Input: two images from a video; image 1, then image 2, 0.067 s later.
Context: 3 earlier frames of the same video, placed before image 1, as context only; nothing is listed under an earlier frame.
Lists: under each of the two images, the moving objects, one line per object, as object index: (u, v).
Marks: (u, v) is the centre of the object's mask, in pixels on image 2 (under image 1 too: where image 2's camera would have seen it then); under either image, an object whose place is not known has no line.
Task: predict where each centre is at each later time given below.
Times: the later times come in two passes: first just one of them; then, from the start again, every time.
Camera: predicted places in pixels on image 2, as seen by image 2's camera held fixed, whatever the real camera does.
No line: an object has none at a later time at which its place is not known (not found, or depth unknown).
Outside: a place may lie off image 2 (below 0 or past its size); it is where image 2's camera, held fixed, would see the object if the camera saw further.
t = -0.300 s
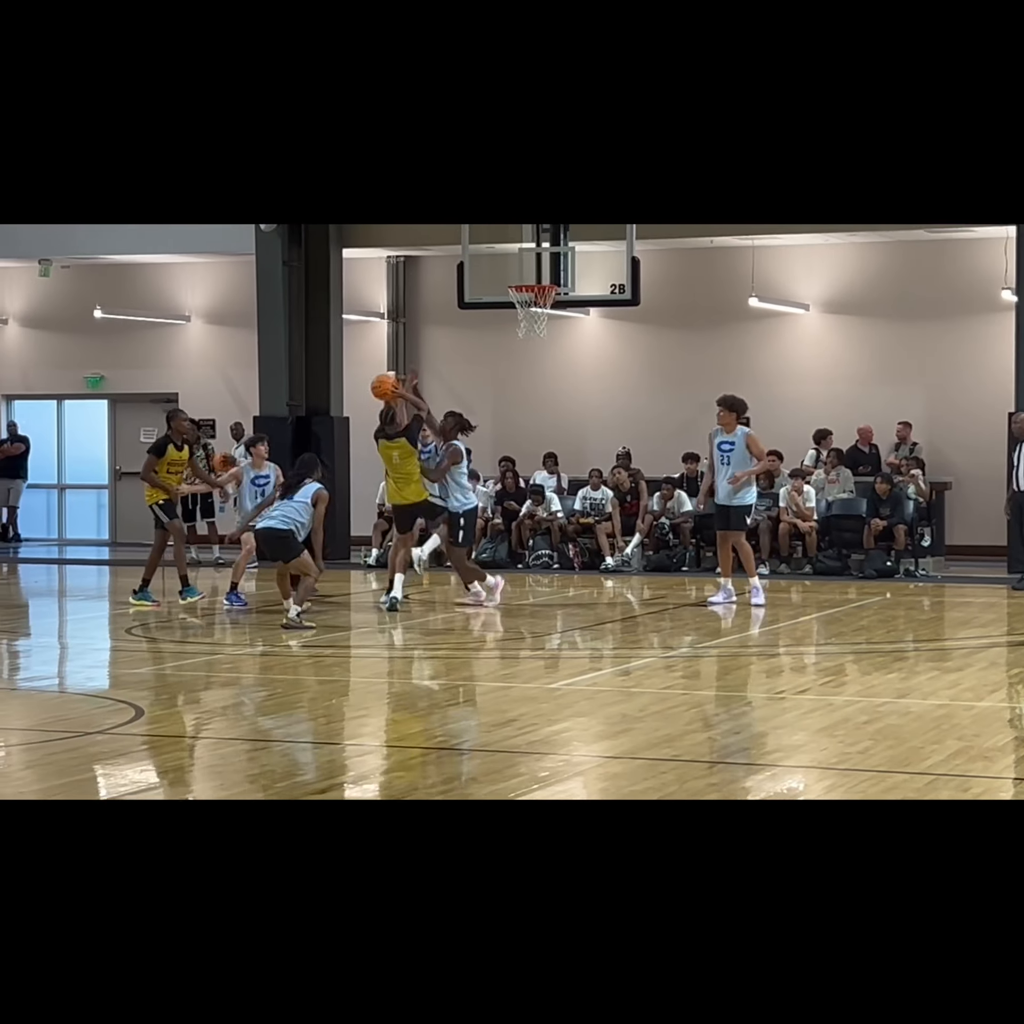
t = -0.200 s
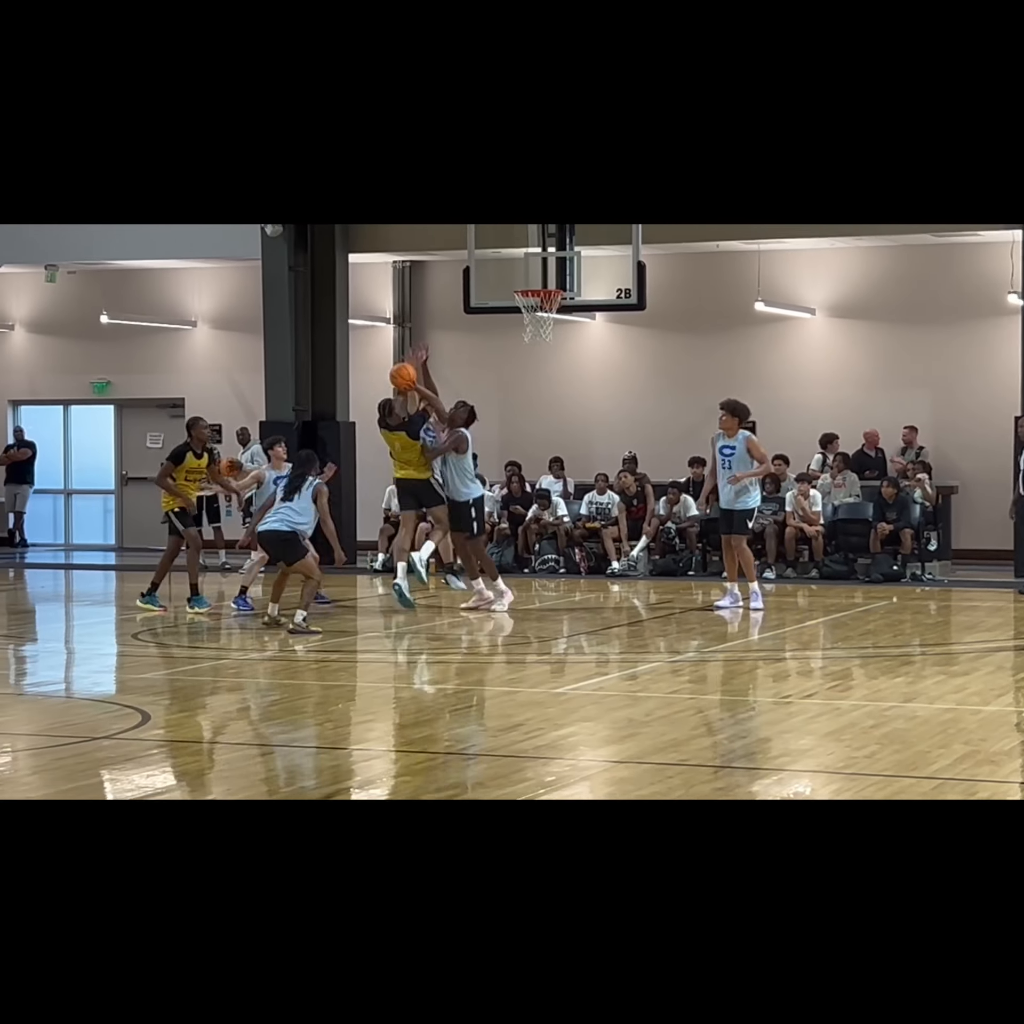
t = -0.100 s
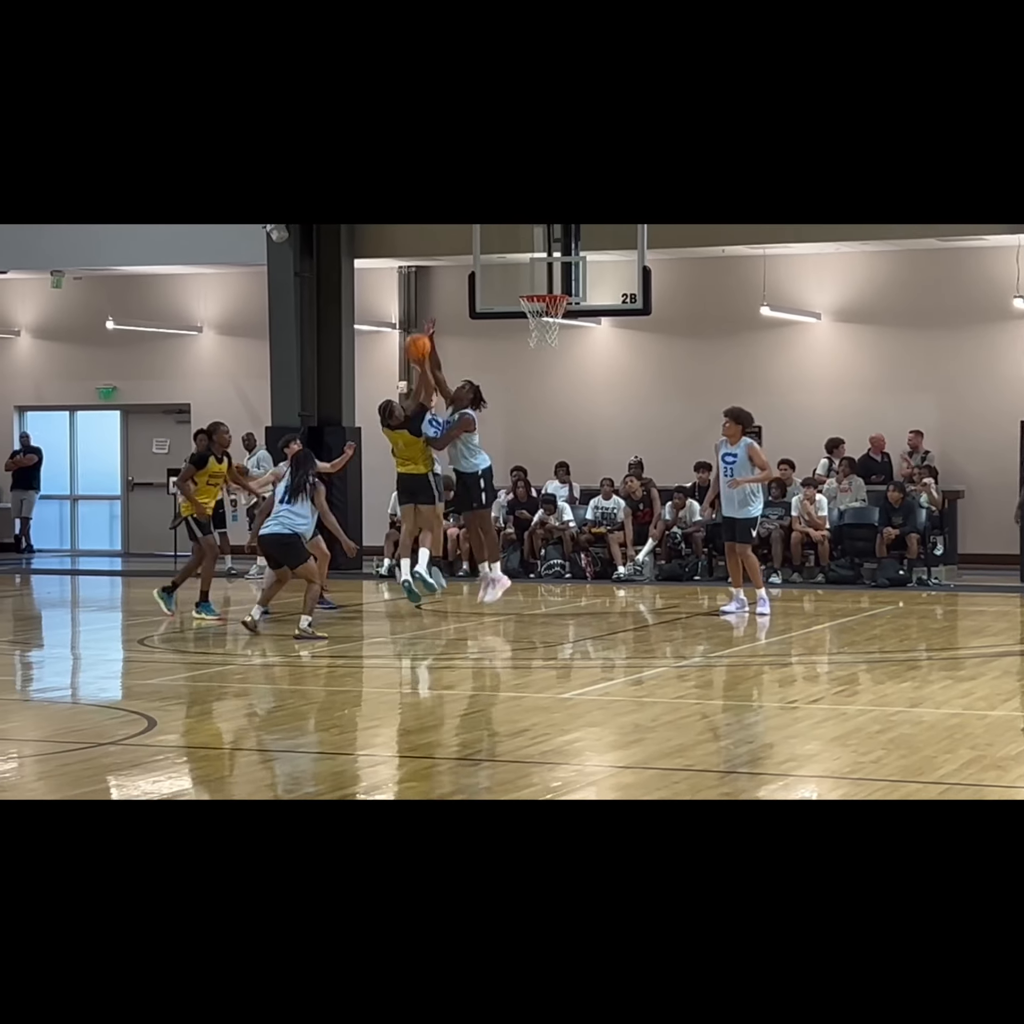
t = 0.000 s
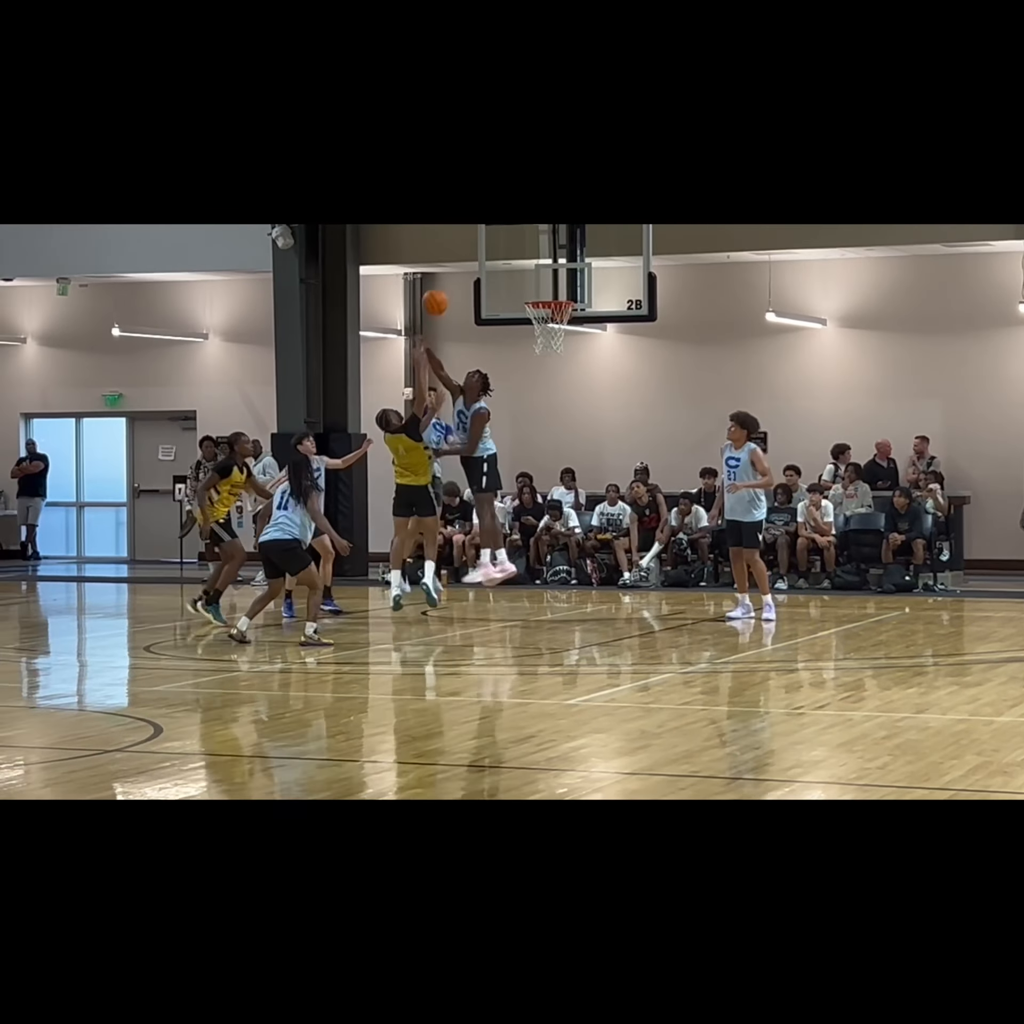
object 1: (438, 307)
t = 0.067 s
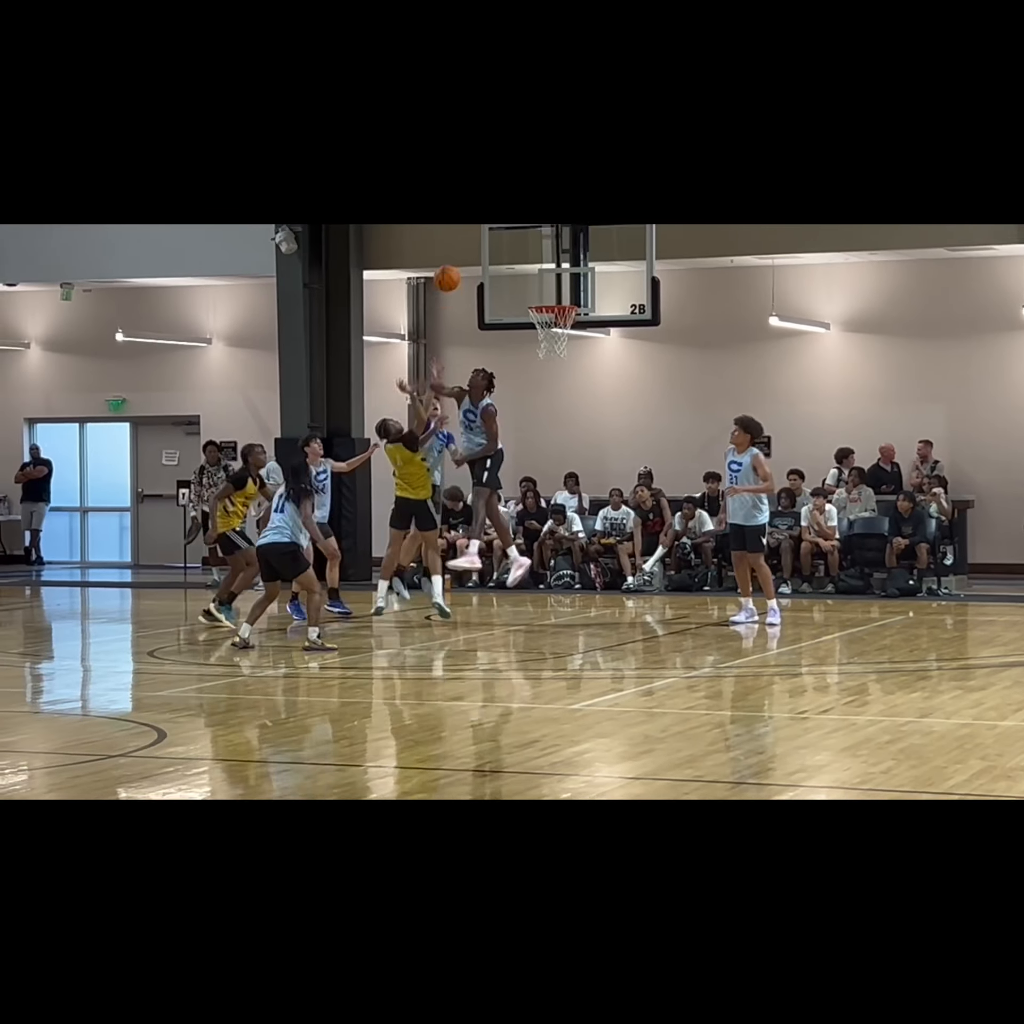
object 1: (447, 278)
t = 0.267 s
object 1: (473, 229)
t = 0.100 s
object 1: (451, 267)
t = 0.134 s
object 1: (456, 258)
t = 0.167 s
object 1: (460, 249)
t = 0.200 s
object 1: (464, 241)
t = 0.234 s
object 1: (468, 235)
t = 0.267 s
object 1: (473, 229)
